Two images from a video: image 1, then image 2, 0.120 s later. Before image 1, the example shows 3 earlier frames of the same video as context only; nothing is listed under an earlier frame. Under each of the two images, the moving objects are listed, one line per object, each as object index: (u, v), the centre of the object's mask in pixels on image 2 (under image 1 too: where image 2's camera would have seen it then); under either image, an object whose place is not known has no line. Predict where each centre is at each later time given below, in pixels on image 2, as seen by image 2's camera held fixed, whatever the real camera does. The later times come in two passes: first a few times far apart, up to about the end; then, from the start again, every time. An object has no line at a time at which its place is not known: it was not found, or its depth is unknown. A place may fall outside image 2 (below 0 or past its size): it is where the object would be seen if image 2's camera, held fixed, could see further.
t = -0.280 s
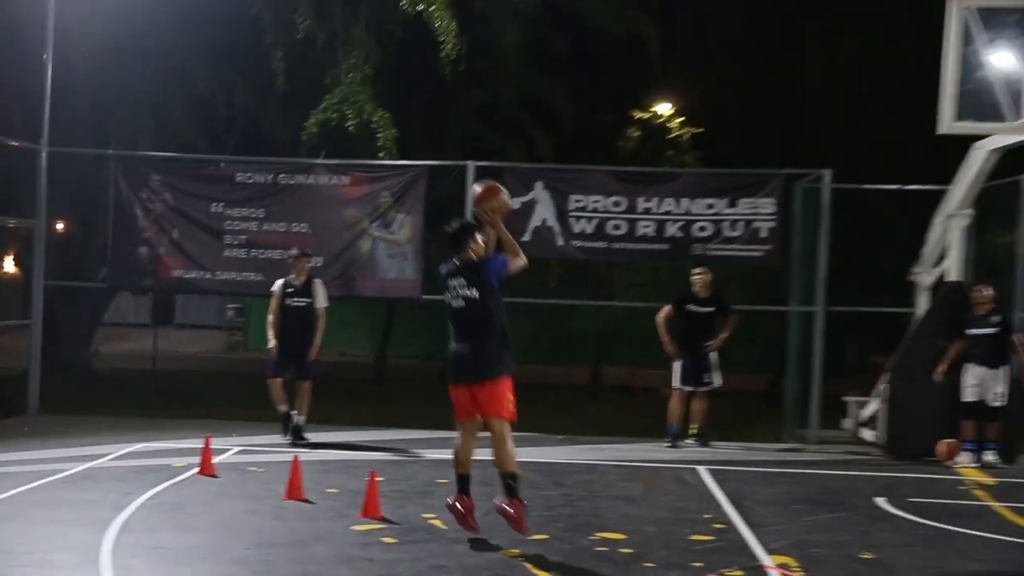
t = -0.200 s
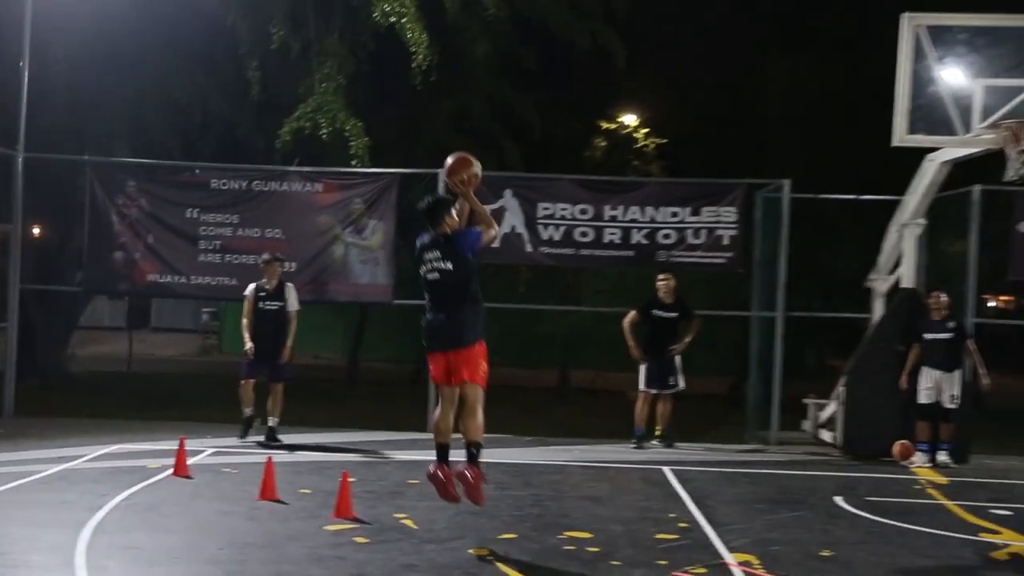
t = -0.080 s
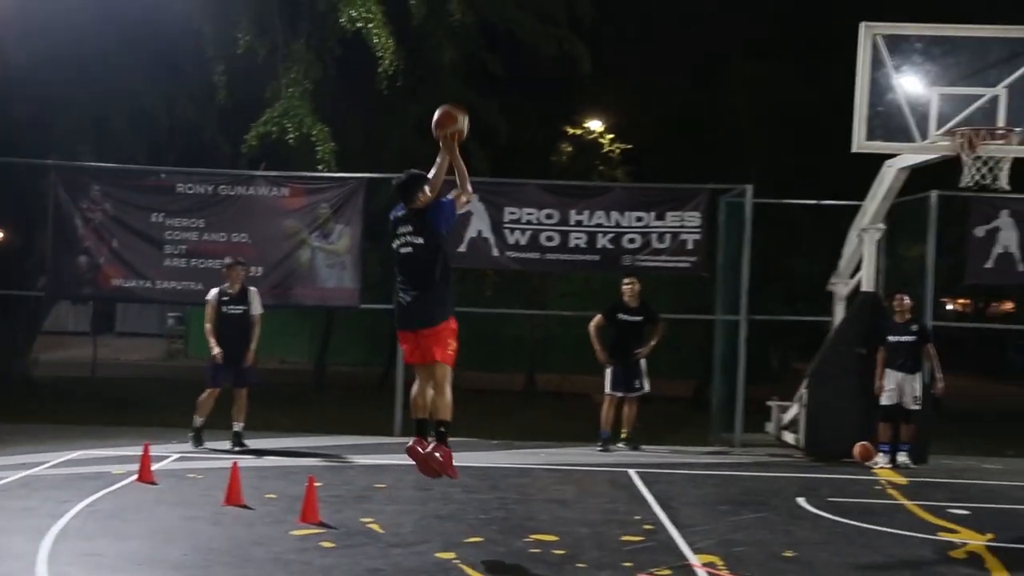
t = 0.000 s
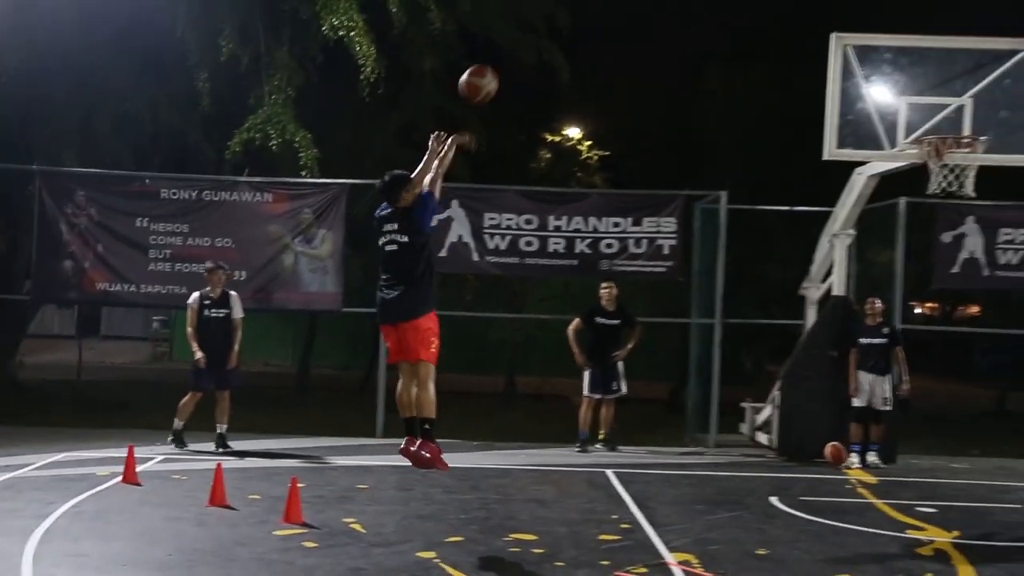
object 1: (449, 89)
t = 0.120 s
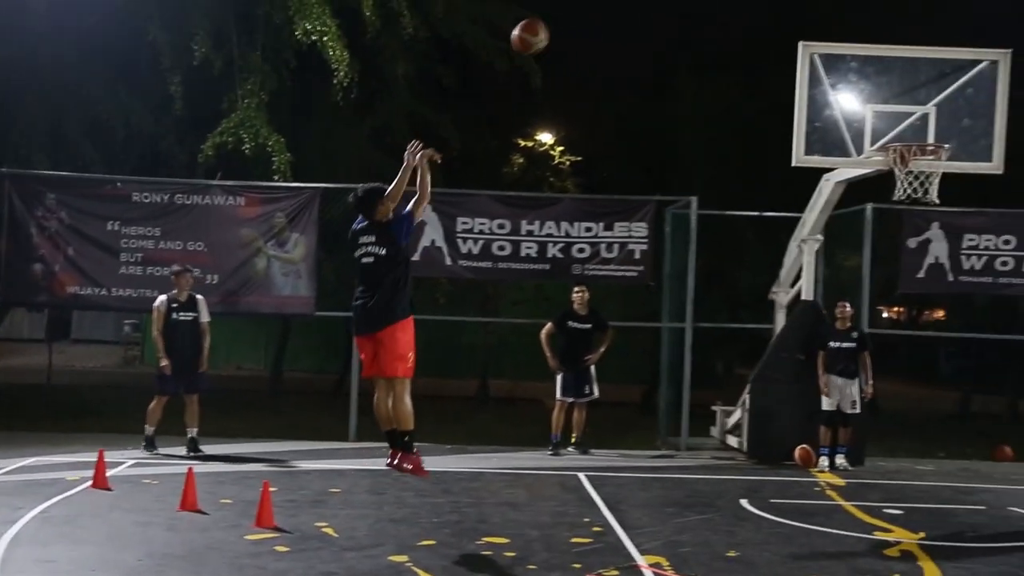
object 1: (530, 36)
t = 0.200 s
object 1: (579, 14)
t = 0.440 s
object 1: (710, 3)
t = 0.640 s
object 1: (799, 39)
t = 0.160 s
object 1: (555, 24)
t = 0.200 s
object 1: (579, 14)
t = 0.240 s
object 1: (602, 9)
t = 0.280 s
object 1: (624, 6)
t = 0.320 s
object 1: (647, 3)
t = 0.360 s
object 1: (668, 3)
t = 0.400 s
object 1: (690, 3)
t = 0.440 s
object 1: (710, 3)
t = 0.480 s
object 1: (729, 5)
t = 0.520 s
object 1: (748, 10)
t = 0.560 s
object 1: (766, 19)
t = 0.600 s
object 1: (784, 29)
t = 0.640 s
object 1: (799, 39)
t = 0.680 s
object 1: (817, 53)
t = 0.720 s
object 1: (834, 68)
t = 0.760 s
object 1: (850, 84)
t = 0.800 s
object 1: (866, 102)
